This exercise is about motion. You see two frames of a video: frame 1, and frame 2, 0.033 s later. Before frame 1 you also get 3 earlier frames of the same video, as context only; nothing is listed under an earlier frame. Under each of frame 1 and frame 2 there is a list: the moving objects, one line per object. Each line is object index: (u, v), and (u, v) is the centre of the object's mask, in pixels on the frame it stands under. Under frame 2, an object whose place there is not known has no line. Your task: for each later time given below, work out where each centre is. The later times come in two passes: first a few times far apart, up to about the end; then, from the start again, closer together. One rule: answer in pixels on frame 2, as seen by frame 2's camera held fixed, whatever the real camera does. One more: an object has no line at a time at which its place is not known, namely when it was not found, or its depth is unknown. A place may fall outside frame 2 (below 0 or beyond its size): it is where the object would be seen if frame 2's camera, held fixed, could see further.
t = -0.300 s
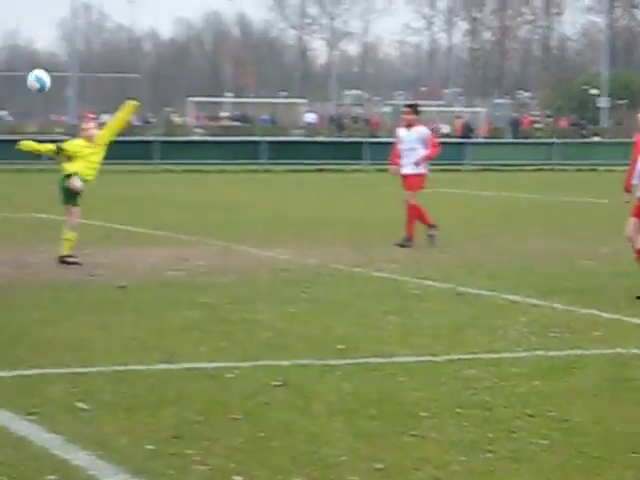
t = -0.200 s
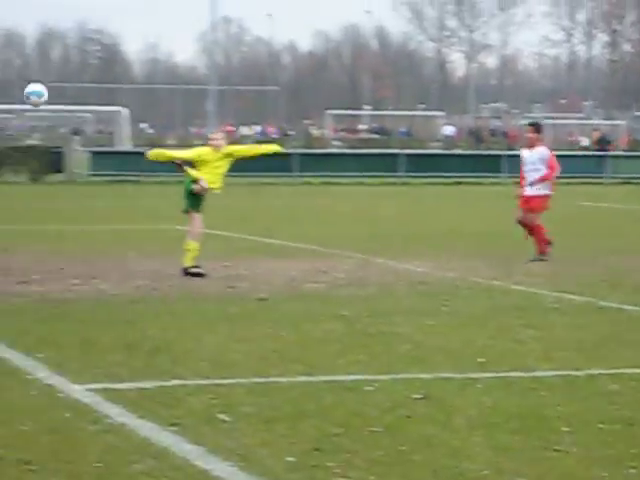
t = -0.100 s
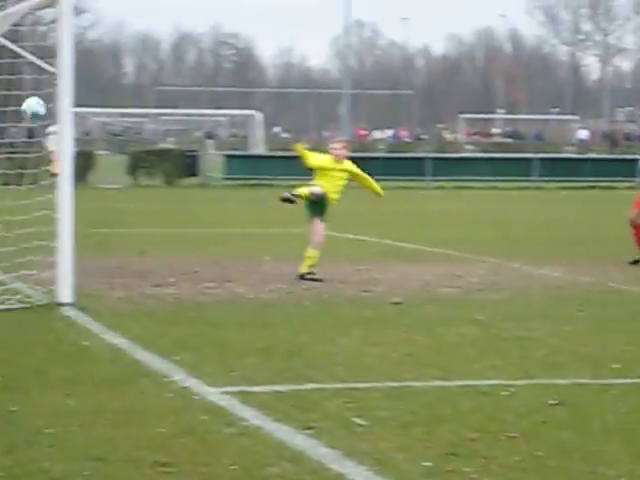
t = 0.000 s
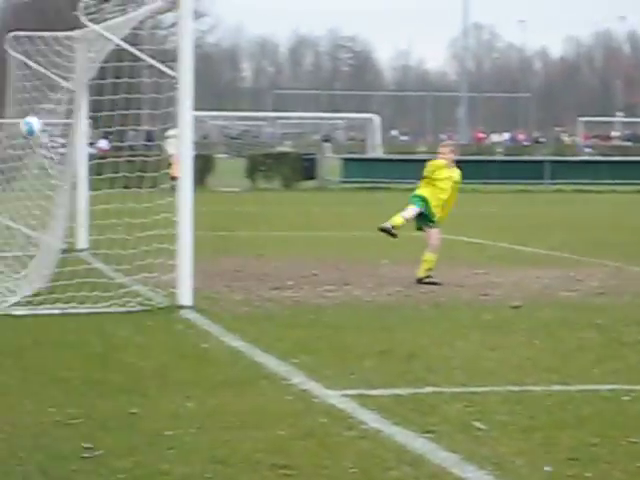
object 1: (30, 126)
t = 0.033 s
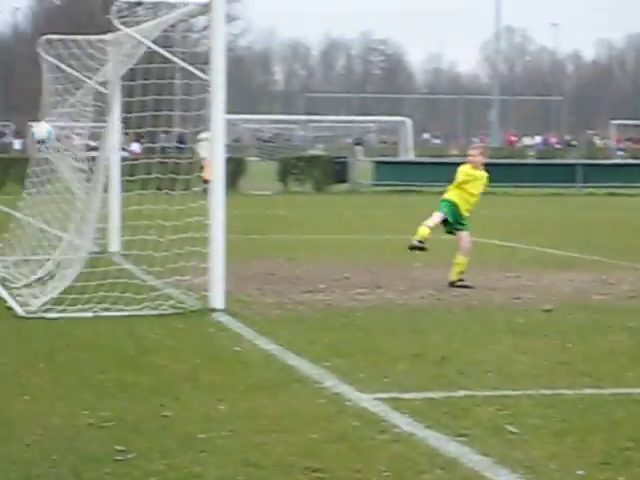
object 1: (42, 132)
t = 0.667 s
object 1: (12, 232)
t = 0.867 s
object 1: (56, 242)
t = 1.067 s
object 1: (92, 250)
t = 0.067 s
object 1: (25, 134)
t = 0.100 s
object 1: (10, 137)
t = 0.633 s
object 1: (4, 235)
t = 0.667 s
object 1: (12, 232)
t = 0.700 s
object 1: (20, 231)
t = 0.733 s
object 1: (27, 231)
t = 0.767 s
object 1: (33, 232)
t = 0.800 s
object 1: (41, 234)
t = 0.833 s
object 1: (48, 237)
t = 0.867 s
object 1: (56, 242)
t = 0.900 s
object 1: (62, 248)
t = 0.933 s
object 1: (69, 255)
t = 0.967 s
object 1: (76, 264)
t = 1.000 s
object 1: (81, 258)
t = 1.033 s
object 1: (86, 255)
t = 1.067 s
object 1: (92, 250)
